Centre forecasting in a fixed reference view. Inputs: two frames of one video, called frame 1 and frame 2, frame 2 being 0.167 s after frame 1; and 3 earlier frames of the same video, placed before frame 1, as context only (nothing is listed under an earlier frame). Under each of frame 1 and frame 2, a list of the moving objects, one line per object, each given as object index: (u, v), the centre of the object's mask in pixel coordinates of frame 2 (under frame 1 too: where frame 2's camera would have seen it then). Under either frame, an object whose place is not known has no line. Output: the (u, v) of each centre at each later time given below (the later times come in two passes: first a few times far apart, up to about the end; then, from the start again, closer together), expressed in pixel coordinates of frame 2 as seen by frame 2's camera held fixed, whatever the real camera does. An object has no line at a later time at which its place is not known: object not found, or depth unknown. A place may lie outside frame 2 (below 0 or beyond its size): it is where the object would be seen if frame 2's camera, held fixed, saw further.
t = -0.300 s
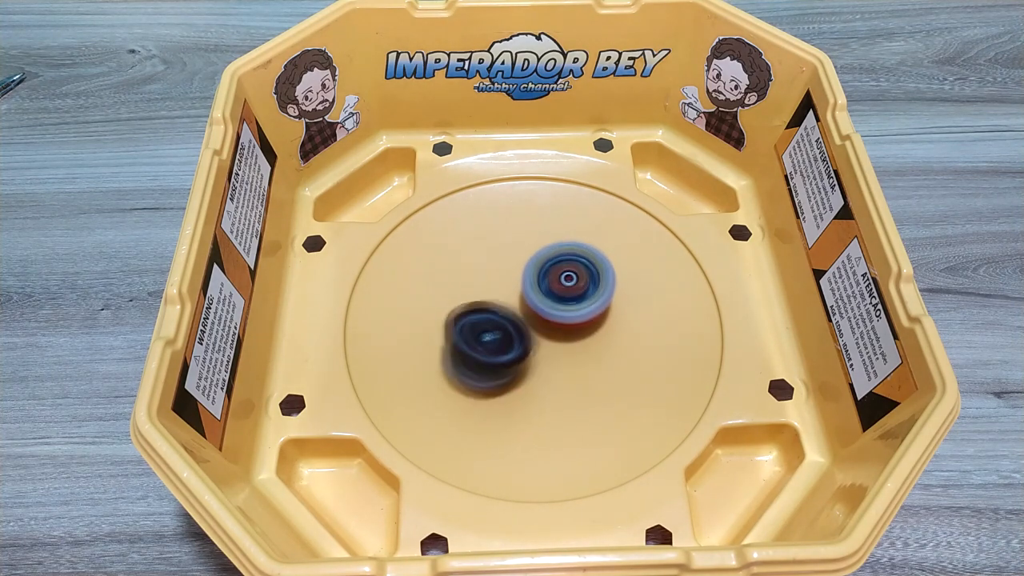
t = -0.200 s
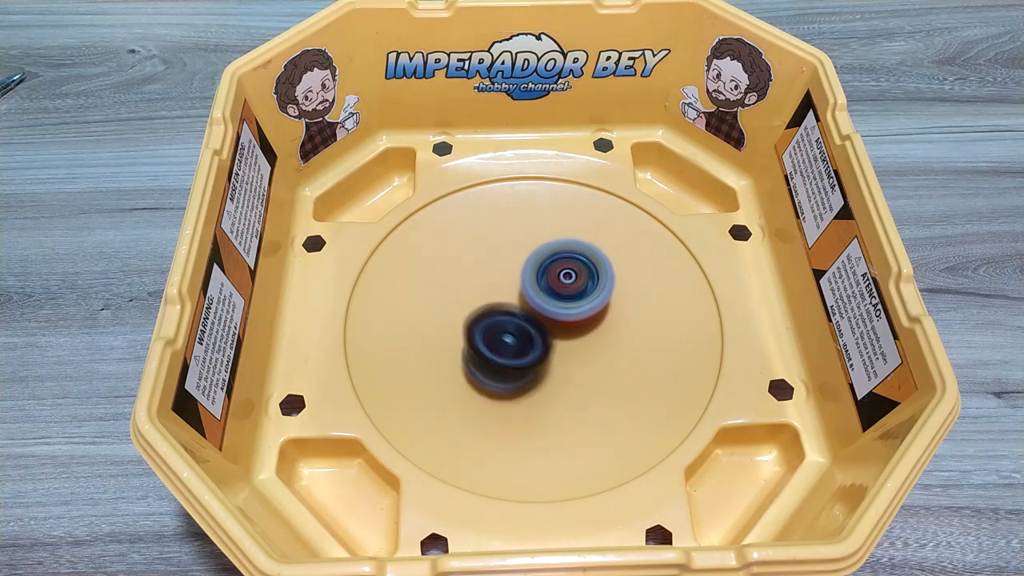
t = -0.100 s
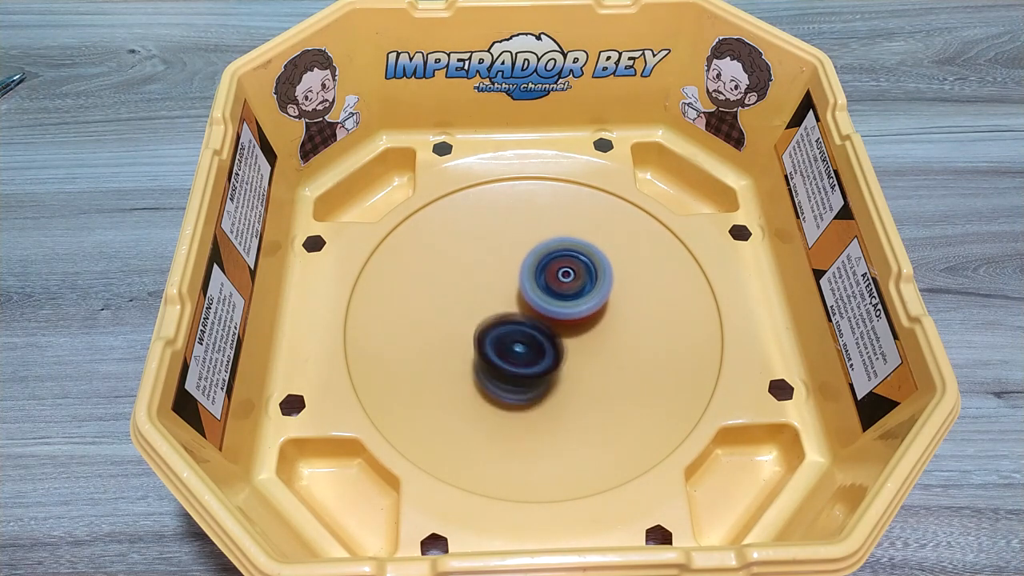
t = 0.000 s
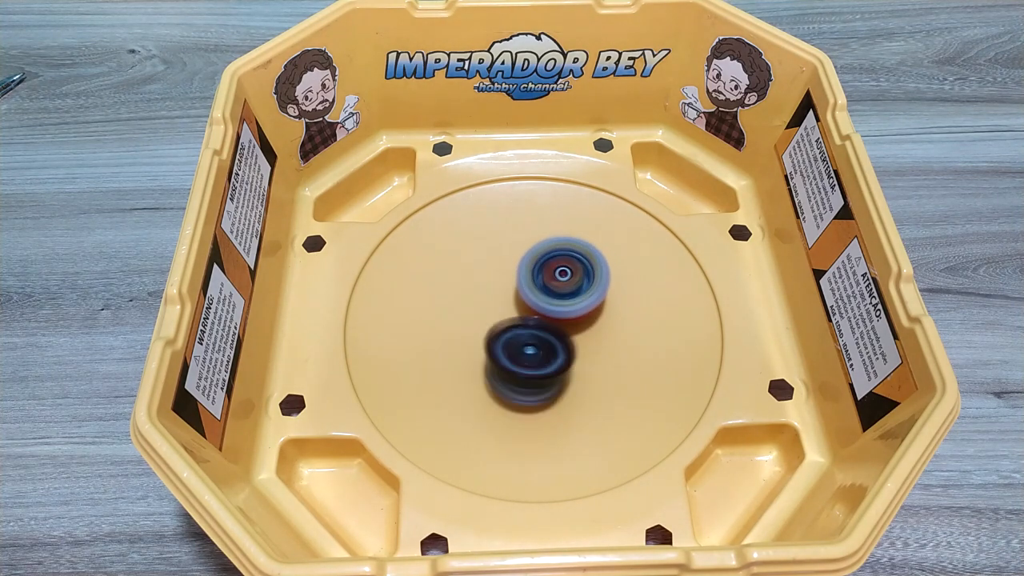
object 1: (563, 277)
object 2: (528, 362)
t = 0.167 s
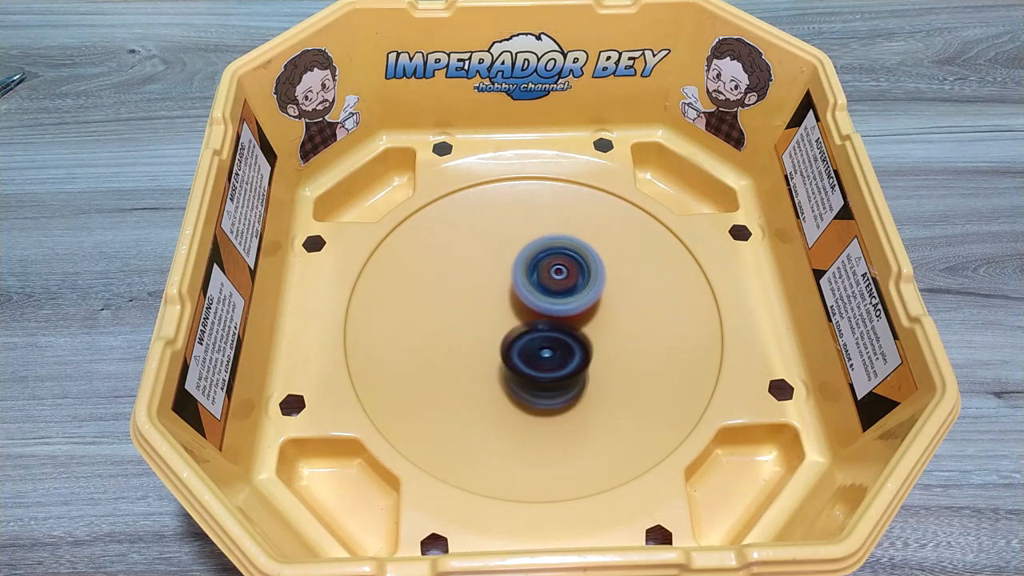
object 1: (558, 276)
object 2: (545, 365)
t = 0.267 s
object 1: (554, 263)
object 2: (550, 376)
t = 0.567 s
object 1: (539, 263)
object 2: (548, 350)
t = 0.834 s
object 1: (537, 263)
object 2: (543, 349)
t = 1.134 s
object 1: (524, 270)
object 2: (543, 363)
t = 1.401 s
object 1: (510, 260)
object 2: (562, 397)
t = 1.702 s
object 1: (514, 271)
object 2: (562, 357)
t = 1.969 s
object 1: (508, 263)
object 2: (581, 361)
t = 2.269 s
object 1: (503, 280)
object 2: (565, 345)
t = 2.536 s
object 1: (496, 285)
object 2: (560, 350)
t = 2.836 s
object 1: (495, 286)
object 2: (554, 352)
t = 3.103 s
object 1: (500, 288)
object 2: (562, 358)
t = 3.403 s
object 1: (499, 289)
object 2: (574, 359)
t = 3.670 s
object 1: (494, 288)
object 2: (565, 350)
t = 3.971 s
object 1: (490, 282)
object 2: (577, 371)
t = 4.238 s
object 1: (492, 291)
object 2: (557, 362)
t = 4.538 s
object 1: (491, 296)
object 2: (562, 353)
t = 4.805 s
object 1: (490, 293)
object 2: (563, 352)
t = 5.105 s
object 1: (496, 293)
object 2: (571, 351)
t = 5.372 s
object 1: (487, 291)
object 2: (583, 357)
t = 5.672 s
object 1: (484, 291)
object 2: (575, 337)
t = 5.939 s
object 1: (484, 295)
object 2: (571, 336)
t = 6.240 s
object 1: (484, 300)
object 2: (570, 343)
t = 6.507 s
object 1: (483, 304)
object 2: (571, 342)
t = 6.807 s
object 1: (487, 307)
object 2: (574, 344)
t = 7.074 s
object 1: (486, 311)
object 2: (588, 335)
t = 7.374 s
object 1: (489, 312)
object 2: (584, 320)
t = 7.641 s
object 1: (488, 312)
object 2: (587, 315)
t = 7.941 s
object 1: (485, 320)
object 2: (583, 312)
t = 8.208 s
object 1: (475, 327)
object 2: (578, 312)
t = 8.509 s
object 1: (479, 324)
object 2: (577, 332)
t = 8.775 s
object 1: (484, 333)
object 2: (584, 324)
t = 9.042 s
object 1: (498, 331)
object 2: (590, 302)
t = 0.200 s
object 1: (557, 275)
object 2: (547, 365)
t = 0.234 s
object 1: (555, 270)
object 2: (549, 369)
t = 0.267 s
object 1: (554, 263)
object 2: (550, 376)
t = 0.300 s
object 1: (553, 259)
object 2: (552, 379)
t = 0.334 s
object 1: (550, 258)
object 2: (553, 379)
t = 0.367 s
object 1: (549, 258)
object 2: (553, 378)
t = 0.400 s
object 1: (547, 258)
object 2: (552, 374)
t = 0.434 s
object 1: (544, 259)
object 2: (551, 370)
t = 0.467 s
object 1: (542, 260)
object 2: (550, 366)
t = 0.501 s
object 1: (541, 261)
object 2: (549, 362)
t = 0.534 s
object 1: (539, 262)
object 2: (548, 356)
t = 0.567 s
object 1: (539, 263)
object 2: (548, 350)
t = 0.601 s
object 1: (538, 262)
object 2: (547, 347)
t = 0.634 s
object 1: (539, 261)
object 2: (546, 347)
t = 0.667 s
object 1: (539, 262)
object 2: (545, 347)
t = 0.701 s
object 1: (538, 263)
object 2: (544, 346)
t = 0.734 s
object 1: (537, 262)
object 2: (543, 345)
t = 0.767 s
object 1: (537, 262)
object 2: (543, 344)
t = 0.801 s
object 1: (537, 263)
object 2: (543, 346)
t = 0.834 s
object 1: (537, 263)
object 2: (543, 349)
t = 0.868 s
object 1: (536, 264)
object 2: (542, 351)
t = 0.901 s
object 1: (534, 265)
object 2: (542, 351)
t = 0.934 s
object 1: (533, 266)
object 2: (541, 352)
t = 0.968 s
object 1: (533, 267)
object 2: (541, 351)
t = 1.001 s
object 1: (532, 268)
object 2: (539, 350)
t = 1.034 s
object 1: (530, 269)
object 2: (539, 351)
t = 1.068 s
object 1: (529, 269)
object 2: (541, 356)
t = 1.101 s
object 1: (527, 269)
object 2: (542, 361)
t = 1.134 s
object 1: (524, 270)
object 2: (543, 363)
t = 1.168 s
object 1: (523, 271)
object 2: (544, 364)
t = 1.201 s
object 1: (521, 274)
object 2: (544, 364)
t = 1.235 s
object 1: (518, 276)
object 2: (544, 364)
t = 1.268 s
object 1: (517, 277)
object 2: (544, 363)
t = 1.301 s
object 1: (514, 273)
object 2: (548, 367)
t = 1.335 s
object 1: (512, 266)
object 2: (554, 379)
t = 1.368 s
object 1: (510, 262)
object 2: (558, 391)
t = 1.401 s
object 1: (510, 260)
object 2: (562, 397)
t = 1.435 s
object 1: (510, 260)
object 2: (564, 398)
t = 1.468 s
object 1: (510, 261)
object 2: (565, 397)
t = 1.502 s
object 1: (510, 262)
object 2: (565, 394)
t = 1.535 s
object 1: (511, 264)
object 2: (566, 389)
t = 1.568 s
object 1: (511, 266)
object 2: (565, 384)
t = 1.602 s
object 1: (511, 267)
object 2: (564, 378)
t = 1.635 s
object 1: (513, 268)
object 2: (563, 370)
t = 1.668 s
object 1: (513, 270)
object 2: (563, 364)
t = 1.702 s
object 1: (514, 271)
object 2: (562, 357)
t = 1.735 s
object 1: (514, 271)
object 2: (563, 352)
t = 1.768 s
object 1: (511, 266)
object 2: (569, 354)
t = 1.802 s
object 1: (508, 258)
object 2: (575, 358)
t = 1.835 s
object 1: (507, 255)
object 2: (580, 365)
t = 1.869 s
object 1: (508, 256)
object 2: (582, 367)
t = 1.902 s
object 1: (508, 258)
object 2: (583, 366)
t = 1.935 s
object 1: (508, 261)
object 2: (582, 364)
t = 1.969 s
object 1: (508, 263)
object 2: (581, 361)
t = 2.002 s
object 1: (508, 266)
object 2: (578, 358)
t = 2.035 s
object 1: (508, 270)
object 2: (575, 356)
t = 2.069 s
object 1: (508, 272)
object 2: (572, 353)
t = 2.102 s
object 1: (508, 276)
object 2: (568, 350)
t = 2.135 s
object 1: (508, 279)
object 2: (565, 346)
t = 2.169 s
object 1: (507, 279)
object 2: (564, 345)
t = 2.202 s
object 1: (505, 280)
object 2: (563, 344)
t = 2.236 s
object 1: (505, 280)
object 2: (563, 344)
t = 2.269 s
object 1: (503, 280)
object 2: (565, 345)
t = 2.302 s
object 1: (501, 279)
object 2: (567, 346)
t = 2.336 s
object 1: (500, 279)
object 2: (566, 346)
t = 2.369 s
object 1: (501, 280)
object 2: (564, 345)
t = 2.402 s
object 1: (501, 282)
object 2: (562, 346)
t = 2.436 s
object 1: (500, 284)
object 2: (561, 346)
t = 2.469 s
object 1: (499, 285)
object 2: (560, 346)
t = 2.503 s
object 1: (498, 286)
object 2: (559, 348)
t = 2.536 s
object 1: (496, 285)
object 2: (560, 350)
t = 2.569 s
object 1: (496, 285)
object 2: (561, 351)
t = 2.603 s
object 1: (497, 285)
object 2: (561, 351)
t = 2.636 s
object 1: (496, 286)
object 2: (559, 351)
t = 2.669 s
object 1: (496, 286)
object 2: (558, 352)
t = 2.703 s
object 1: (495, 286)
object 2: (557, 352)
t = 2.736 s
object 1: (495, 285)
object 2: (556, 352)
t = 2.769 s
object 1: (495, 286)
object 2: (555, 352)
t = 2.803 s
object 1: (495, 286)
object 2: (554, 352)
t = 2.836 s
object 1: (495, 286)
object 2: (554, 352)
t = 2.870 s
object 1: (496, 286)
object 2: (555, 352)
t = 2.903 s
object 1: (497, 286)
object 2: (556, 352)
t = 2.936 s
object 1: (498, 286)
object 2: (558, 356)
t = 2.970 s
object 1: (499, 285)
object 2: (560, 358)
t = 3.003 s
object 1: (500, 286)
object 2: (562, 359)
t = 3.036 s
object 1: (500, 287)
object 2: (562, 359)
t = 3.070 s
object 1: (500, 288)
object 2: (562, 358)
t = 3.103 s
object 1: (500, 288)
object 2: (562, 358)
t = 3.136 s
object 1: (501, 288)
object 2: (563, 358)
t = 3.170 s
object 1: (501, 288)
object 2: (565, 359)
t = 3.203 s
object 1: (502, 288)
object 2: (567, 360)
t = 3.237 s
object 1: (503, 290)
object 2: (568, 360)
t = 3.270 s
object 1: (502, 290)
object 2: (570, 361)
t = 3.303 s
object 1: (501, 287)
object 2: (573, 363)
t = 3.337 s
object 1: (501, 288)
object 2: (574, 363)
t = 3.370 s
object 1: (500, 289)
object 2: (574, 361)
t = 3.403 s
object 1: (499, 289)
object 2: (574, 359)
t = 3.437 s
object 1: (498, 289)
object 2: (572, 357)
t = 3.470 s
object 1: (498, 290)
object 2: (569, 354)
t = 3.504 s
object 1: (497, 290)
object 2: (568, 352)
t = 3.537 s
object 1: (496, 288)
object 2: (570, 353)
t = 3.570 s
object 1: (496, 287)
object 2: (571, 352)
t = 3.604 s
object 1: (496, 287)
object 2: (571, 351)
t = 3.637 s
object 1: (495, 288)
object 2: (569, 350)
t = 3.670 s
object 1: (494, 288)
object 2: (565, 350)
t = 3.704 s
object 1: (495, 289)
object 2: (563, 349)
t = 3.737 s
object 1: (494, 290)
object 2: (562, 348)
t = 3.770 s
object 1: (494, 290)
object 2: (560, 348)
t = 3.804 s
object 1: (492, 288)
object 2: (564, 350)
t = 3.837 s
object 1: (488, 282)
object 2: (571, 358)
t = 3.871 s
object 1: (487, 278)
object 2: (578, 366)
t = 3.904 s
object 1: (489, 278)
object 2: (580, 368)
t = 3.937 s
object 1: (490, 280)
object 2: (579, 370)
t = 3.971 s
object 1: (490, 282)
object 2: (577, 371)
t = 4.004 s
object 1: (489, 283)
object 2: (575, 371)
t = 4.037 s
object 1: (489, 283)
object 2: (572, 370)
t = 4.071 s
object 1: (490, 284)
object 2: (570, 370)
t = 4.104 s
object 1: (490, 285)
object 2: (567, 368)
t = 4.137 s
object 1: (490, 287)
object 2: (565, 367)
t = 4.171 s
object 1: (491, 288)
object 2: (562, 366)
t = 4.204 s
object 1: (491, 290)
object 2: (560, 364)
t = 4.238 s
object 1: (492, 291)
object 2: (557, 362)
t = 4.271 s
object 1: (492, 293)
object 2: (556, 360)
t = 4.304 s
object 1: (492, 294)
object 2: (558, 359)
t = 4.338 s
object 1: (490, 293)
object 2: (559, 359)
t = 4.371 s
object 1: (491, 293)
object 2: (559, 356)
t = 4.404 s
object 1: (491, 294)
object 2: (559, 356)
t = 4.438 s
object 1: (492, 295)
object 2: (560, 355)
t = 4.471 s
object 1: (492, 295)
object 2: (561, 355)
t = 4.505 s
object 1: (491, 295)
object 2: (561, 355)
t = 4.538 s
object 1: (491, 296)
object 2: (562, 353)
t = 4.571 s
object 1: (489, 295)
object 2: (564, 356)
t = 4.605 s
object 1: (488, 292)
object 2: (567, 357)
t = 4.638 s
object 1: (488, 292)
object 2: (568, 357)
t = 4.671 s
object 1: (489, 292)
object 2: (568, 356)
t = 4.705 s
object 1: (489, 293)
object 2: (566, 354)
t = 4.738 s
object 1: (490, 293)
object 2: (565, 351)
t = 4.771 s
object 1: (491, 293)
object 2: (562, 350)
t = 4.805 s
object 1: (490, 293)
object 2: (563, 352)
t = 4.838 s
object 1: (490, 293)
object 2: (565, 351)
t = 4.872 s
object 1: (490, 294)
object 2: (566, 351)
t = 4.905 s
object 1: (491, 295)
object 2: (565, 351)
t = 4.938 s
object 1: (491, 295)
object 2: (563, 349)
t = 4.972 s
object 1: (492, 295)
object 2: (565, 349)
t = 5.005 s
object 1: (492, 295)
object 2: (566, 348)
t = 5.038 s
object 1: (494, 294)
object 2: (567, 348)
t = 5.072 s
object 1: (494, 293)
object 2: (570, 351)
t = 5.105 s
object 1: (496, 293)
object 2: (571, 351)
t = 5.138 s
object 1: (498, 296)
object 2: (570, 353)
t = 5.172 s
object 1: (496, 295)
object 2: (575, 355)
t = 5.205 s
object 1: (491, 291)
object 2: (581, 360)
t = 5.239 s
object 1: (489, 289)
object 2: (585, 362)
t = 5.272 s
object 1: (489, 288)
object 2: (587, 361)
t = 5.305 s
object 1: (490, 288)
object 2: (587, 360)
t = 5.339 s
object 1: (489, 290)
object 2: (585, 358)
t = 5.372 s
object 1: (487, 291)
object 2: (583, 357)
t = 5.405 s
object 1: (487, 292)
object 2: (581, 354)
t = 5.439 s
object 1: (487, 293)
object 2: (578, 351)
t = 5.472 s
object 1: (487, 294)
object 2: (576, 348)
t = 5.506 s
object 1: (486, 295)
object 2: (572, 344)
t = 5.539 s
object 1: (486, 294)
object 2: (571, 339)
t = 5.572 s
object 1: (483, 291)
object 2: (575, 339)
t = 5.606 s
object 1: (482, 289)
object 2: (576, 339)
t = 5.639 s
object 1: (484, 289)
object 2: (577, 338)
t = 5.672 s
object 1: (484, 291)
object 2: (575, 337)
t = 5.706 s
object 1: (484, 293)
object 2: (572, 337)
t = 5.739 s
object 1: (483, 295)
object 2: (570, 335)
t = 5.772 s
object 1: (484, 294)
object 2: (567, 334)
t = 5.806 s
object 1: (484, 294)
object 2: (566, 334)
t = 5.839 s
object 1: (484, 294)
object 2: (565, 333)
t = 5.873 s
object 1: (485, 294)
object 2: (568, 334)
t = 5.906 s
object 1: (485, 294)
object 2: (568, 334)
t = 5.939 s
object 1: (484, 295)
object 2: (571, 336)
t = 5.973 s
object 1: (481, 293)
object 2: (575, 338)
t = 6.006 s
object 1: (482, 291)
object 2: (579, 342)
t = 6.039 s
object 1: (485, 293)
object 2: (580, 343)
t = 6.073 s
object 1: (485, 295)
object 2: (580, 344)
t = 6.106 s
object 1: (484, 297)
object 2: (579, 344)
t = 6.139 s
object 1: (481, 297)
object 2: (576, 344)
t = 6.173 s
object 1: (482, 297)
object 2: (574, 342)
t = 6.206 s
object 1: (483, 298)
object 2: (571, 343)
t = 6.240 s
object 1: (484, 300)
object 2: (570, 343)
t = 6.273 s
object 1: (482, 299)
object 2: (571, 342)
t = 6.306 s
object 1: (482, 299)
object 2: (571, 342)
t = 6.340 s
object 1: (484, 298)
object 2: (570, 342)
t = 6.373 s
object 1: (484, 300)
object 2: (570, 342)
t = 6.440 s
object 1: (485, 302)
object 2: (571, 342)
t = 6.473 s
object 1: (484, 303)
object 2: (569, 341)
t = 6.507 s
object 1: (483, 304)
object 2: (571, 342)
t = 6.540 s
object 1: (482, 303)
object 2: (574, 342)
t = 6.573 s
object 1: (485, 303)
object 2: (573, 342)
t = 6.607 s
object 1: (487, 306)
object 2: (572, 342)
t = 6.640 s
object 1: (485, 307)
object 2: (572, 342)
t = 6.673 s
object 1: (483, 307)
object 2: (572, 343)
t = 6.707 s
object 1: (483, 305)
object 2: (571, 342)
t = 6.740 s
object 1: (485, 305)
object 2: (571, 344)
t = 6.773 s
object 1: (486, 306)
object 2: (573, 345)
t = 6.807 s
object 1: (487, 307)
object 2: (574, 344)
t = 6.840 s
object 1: (485, 307)
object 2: (577, 344)
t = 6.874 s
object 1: (483, 305)
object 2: (582, 344)
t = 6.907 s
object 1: (485, 304)
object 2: (586, 342)
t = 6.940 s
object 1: (488, 306)
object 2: (589, 340)
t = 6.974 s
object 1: (488, 308)
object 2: (590, 339)
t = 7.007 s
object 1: (487, 310)
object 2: (590, 338)
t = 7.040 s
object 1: (485, 311)
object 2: (589, 337)
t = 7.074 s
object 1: (486, 311)
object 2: (588, 335)
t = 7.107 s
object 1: (487, 312)
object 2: (586, 334)
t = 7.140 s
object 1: (487, 313)
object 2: (583, 332)
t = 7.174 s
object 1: (487, 314)
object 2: (581, 330)
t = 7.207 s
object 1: (485, 315)
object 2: (580, 328)
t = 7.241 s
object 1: (486, 314)
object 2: (580, 326)
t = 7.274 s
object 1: (484, 313)
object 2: (584, 325)
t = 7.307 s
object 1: (485, 312)
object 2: (584, 323)
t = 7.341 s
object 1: (488, 312)
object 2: (585, 321)
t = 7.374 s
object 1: (489, 312)
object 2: (584, 320)
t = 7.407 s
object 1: (489, 313)
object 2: (585, 319)
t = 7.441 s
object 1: (490, 313)
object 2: (585, 317)
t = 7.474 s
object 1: (490, 313)
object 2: (587, 316)
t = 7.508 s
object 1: (489, 313)
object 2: (585, 315)
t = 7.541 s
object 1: (490, 313)
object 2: (584, 315)
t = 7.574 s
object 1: (490, 313)
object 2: (584, 315)
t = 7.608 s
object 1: (488, 312)
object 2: (587, 316)
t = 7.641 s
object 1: (488, 312)
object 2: (587, 315)
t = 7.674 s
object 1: (490, 313)
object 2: (586, 314)
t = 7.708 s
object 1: (491, 315)
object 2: (585, 315)
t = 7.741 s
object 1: (486, 317)
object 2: (592, 314)
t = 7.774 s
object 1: (484, 316)
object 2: (596, 314)
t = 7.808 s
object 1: (485, 315)
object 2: (596, 314)
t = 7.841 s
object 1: (486, 315)
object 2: (594, 315)
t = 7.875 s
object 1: (487, 317)
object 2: (590, 314)
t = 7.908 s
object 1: (487, 319)
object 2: (587, 314)
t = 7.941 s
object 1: (485, 320)
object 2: (583, 312)
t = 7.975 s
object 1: (485, 322)
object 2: (578, 312)
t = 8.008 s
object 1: (484, 322)
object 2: (577, 310)
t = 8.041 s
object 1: (482, 325)
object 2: (575, 309)
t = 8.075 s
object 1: (480, 325)
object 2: (577, 309)
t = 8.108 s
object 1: (477, 325)
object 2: (577, 309)
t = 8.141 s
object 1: (477, 327)
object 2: (578, 310)
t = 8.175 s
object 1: (476, 327)
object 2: (578, 311)
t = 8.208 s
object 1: (475, 327)
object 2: (578, 312)
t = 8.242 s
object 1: (478, 325)
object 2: (576, 313)
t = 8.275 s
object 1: (479, 325)
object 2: (573, 315)
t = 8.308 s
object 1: (481, 326)
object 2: (570, 317)
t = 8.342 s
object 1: (481, 326)
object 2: (568, 319)
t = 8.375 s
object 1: (480, 325)
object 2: (569, 322)
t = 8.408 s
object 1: (480, 325)
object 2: (570, 324)
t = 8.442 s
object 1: (478, 324)
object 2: (572, 327)
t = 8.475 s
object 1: (478, 323)
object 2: (575, 329)
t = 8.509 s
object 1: (479, 324)
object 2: (577, 332)
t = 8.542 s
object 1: (478, 326)
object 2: (577, 333)
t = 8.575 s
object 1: (480, 328)
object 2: (576, 334)
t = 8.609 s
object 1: (481, 329)
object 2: (575, 332)
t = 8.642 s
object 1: (480, 331)
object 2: (579, 330)
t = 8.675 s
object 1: (483, 331)
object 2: (582, 329)
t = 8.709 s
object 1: (484, 332)
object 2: (584, 327)
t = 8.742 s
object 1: (485, 332)
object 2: (585, 326)
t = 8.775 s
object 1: (484, 333)
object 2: (584, 324)
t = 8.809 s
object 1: (486, 332)
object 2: (583, 324)
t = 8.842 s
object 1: (487, 332)
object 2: (583, 323)
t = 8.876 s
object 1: (490, 332)
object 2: (585, 321)
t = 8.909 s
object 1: (491, 332)
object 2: (586, 318)
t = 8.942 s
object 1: (495, 332)
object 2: (587, 314)
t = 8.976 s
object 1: (495, 331)
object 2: (589, 310)
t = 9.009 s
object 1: (496, 330)
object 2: (590, 306)
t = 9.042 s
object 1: (498, 331)
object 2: (590, 302)
